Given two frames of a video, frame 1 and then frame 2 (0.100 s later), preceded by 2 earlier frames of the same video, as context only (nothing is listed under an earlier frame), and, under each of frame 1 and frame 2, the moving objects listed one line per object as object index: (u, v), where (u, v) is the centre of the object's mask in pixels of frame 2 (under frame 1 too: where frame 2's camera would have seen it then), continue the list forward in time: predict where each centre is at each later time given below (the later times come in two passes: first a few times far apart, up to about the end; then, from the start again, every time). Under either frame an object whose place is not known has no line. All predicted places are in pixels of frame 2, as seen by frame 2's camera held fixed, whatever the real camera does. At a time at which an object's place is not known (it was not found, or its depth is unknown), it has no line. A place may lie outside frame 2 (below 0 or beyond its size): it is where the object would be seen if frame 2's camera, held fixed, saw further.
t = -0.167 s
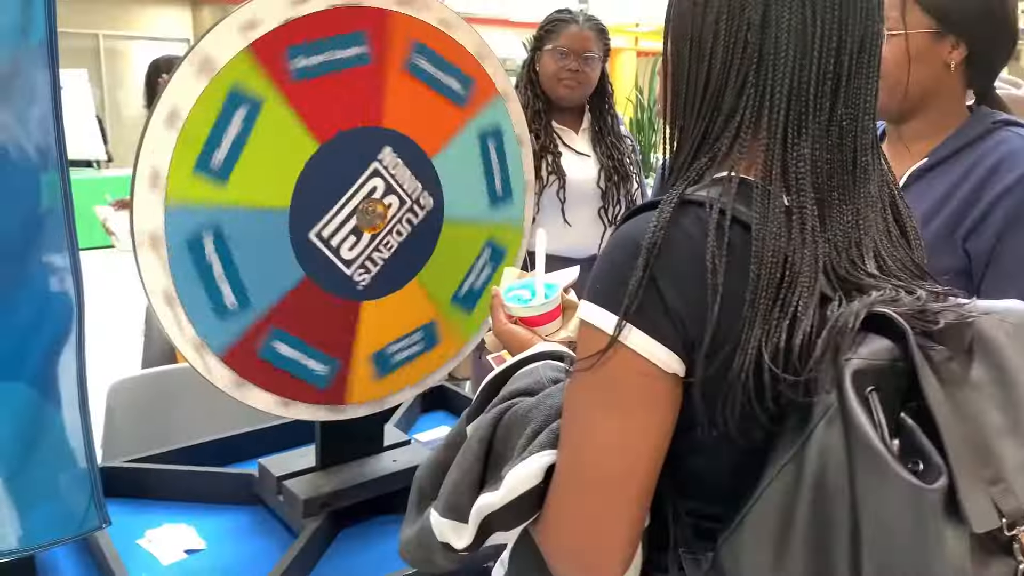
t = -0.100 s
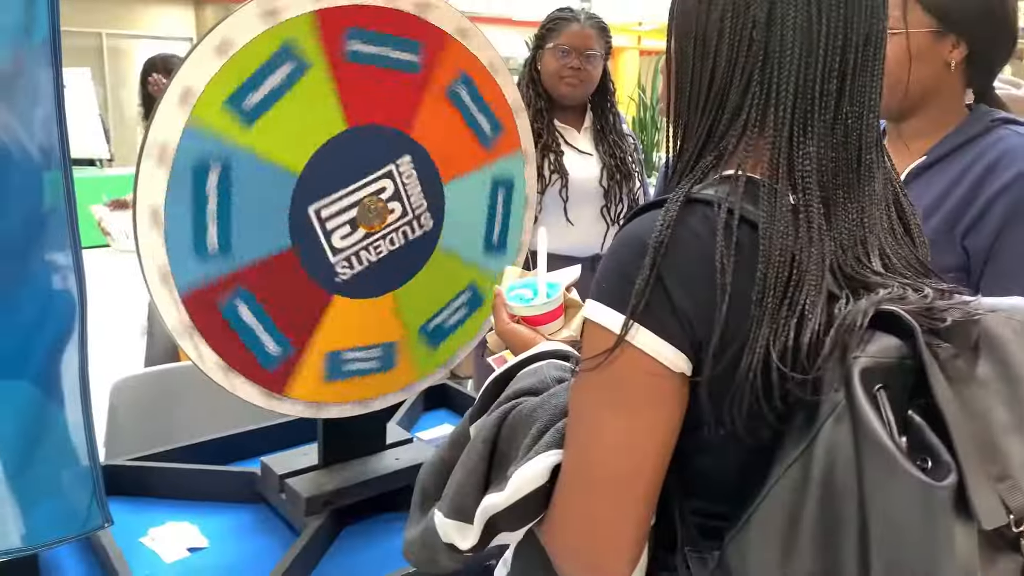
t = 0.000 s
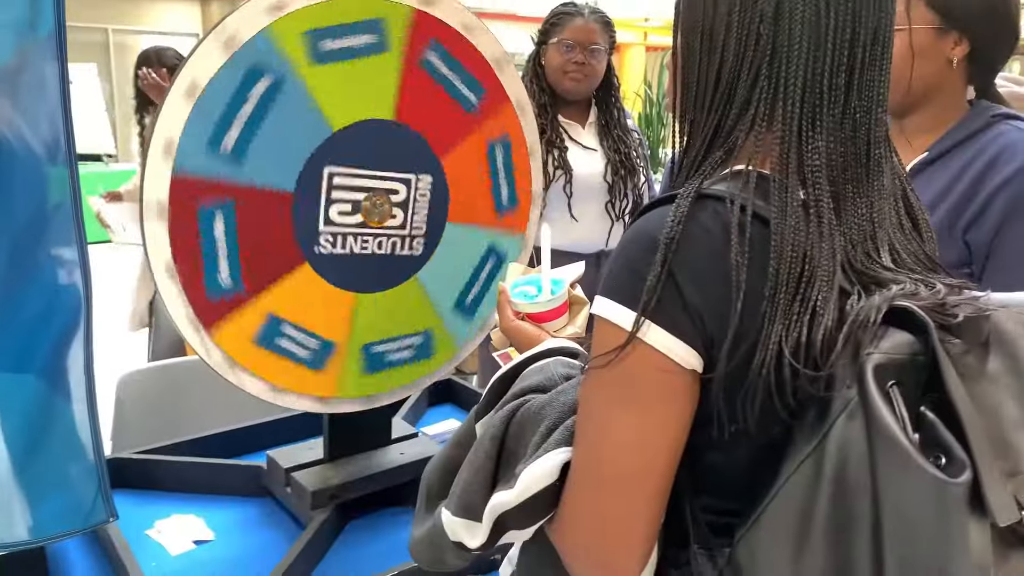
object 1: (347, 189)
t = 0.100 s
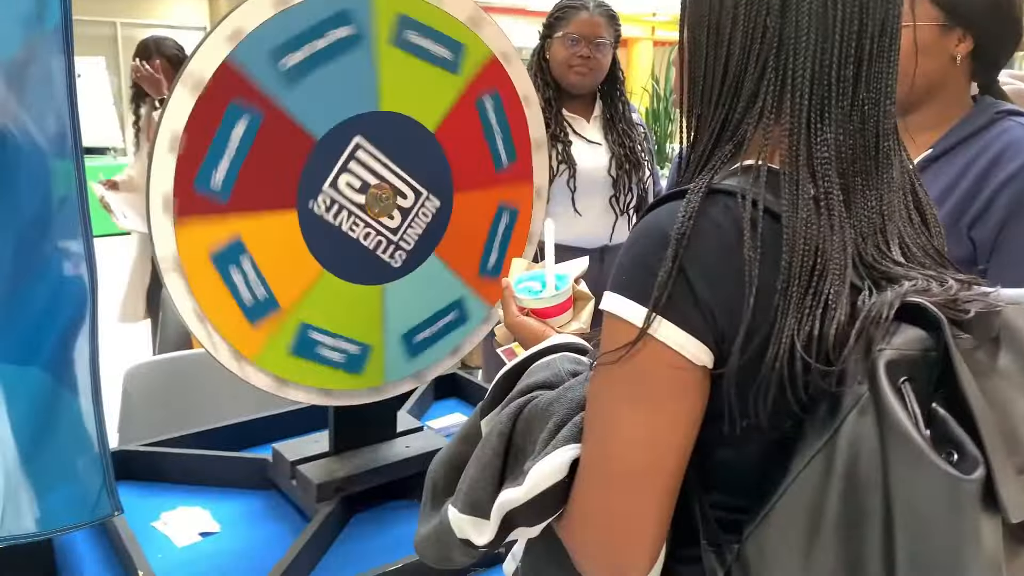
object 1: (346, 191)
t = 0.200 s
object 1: (347, 194)
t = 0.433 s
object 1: (347, 192)
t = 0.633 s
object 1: (347, 196)
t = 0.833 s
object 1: (351, 202)
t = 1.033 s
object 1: (354, 204)
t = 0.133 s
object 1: (347, 192)
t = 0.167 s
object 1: (347, 193)
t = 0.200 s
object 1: (347, 194)
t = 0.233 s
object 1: (346, 194)
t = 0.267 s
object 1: (346, 195)
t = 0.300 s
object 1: (347, 195)
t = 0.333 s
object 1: (347, 195)
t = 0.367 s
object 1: (347, 194)
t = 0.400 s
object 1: (347, 193)
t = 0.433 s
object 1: (347, 192)
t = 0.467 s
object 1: (347, 192)
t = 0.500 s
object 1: (348, 192)
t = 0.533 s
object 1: (347, 192)
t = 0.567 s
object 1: (347, 193)
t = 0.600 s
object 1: (347, 194)
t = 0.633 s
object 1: (347, 196)
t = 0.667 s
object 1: (347, 198)
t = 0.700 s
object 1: (347, 199)
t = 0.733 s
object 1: (349, 200)
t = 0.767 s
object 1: (349, 201)
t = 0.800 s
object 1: (350, 201)
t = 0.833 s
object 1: (351, 202)
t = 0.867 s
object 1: (351, 203)
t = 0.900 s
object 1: (351, 203)
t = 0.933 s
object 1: (351, 203)
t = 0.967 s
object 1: (352, 203)
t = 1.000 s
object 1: (353, 203)
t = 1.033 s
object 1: (354, 204)
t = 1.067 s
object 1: (355, 206)
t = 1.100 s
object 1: (356, 207)
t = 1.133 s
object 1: (357, 209)
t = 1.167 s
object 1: (357, 209)
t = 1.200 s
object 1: (359, 210)
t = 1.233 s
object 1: (359, 210)
